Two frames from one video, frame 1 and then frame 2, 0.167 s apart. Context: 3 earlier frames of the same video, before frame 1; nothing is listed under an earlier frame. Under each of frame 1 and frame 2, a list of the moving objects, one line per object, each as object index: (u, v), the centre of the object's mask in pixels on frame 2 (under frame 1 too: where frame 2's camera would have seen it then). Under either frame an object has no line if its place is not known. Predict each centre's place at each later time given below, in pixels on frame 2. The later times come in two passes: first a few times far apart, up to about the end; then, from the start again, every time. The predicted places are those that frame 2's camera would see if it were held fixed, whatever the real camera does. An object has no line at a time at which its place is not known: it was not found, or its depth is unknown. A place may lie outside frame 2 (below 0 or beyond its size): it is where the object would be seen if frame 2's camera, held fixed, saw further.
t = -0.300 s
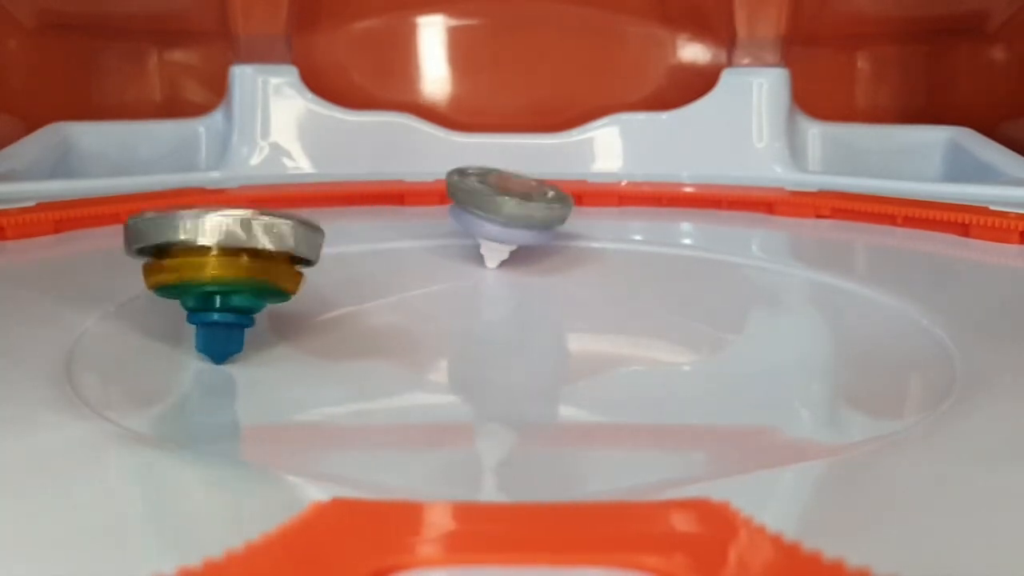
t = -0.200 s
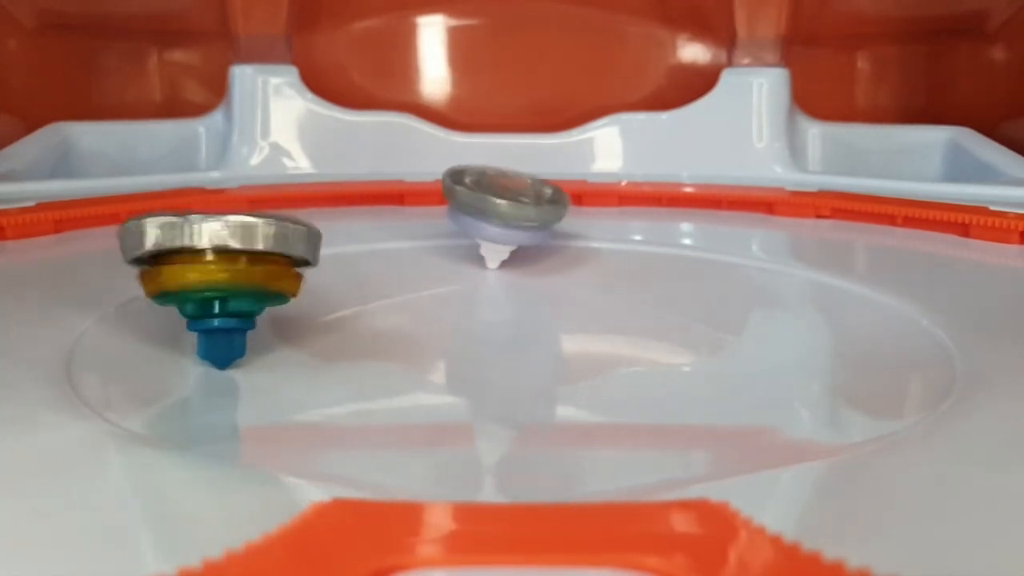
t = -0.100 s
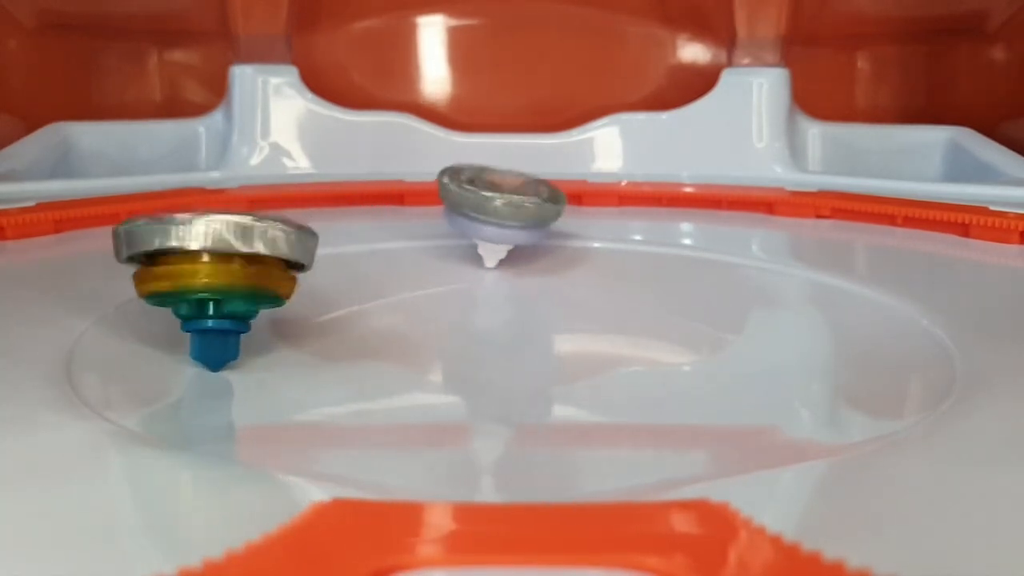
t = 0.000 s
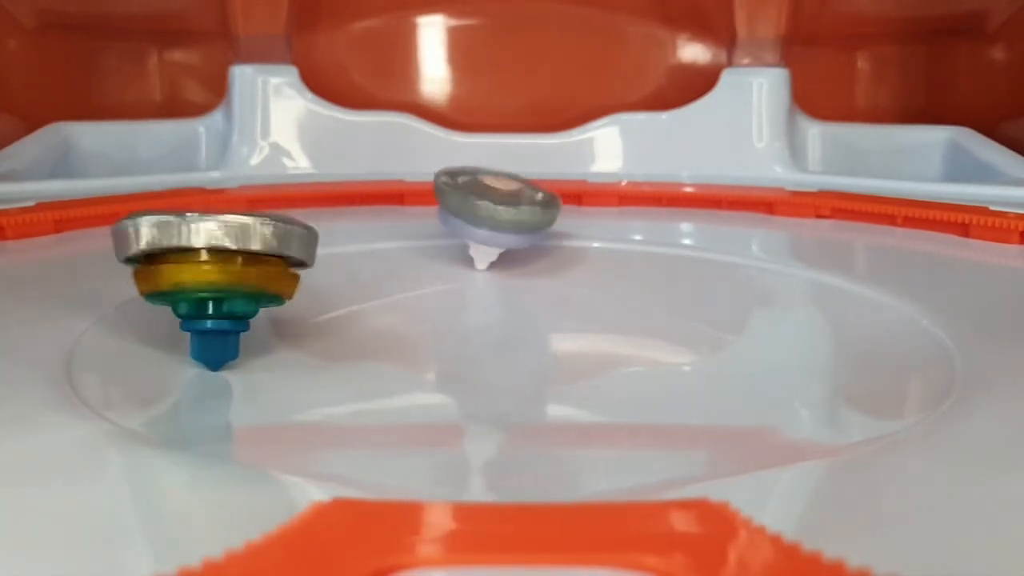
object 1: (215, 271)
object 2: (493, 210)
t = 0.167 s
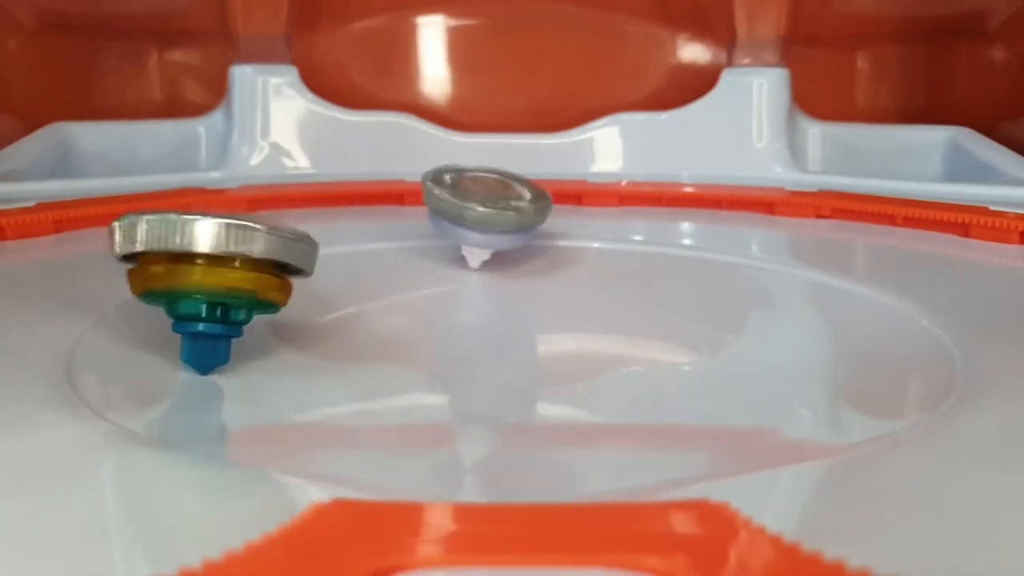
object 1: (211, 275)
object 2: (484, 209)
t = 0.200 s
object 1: (212, 273)
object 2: (481, 210)
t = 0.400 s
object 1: (210, 274)
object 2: (467, 209)
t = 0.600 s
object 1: (214, 277)
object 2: (452, 210)
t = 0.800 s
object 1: (218, 281)
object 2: (436, 211)
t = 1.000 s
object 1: (217, 282)
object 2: (425, 210)
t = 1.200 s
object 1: (217, 283)
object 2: (417, 211)
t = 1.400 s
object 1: (217, 283)
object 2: (411, 212)
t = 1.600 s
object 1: (218, 283)
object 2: (403, 214)
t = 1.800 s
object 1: (217, 284)
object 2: (398, 217)
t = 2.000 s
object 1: (215, 284)
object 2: (395, 222)
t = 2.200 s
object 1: (214, 284)
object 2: (393, 225)
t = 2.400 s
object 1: (212, 285)
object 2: (396, 230)
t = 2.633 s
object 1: (210, 284)
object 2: (405, 236)
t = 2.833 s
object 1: (209, 283)
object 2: (422, 239)
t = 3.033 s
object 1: (208, 283)
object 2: (438, 245)
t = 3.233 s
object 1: (206, 282)
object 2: (452, 248)
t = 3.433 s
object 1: (207, 281)
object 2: (468, 251)
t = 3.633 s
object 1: (210, 281)
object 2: (482, 252)
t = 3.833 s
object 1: (216, 280)
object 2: (500, 251)
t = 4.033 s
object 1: (222, 281)
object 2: (524, 251)
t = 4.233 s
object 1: (229, 282)
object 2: (550, 251)
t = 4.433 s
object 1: (236, 282)
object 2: (574, 250)
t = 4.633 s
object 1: (243, 284)
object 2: (596, 248)
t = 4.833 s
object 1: (251, 284)
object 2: (606, 247)
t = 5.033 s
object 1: (259, 285)
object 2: (610, 246)
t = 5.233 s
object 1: (269, 286)
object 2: (609, 243)
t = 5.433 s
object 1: (280, 287)
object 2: (610, 242)
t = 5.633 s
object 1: (290, 287)
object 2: (617, 239)
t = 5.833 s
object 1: (298, 289)
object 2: (629, 236)
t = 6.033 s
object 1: (308, 291)
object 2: (642, 234)
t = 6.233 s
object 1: (318, 293)
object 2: (652, 235)
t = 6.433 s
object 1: (329, 295)
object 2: (655, 237)
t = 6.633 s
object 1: (339, 296)
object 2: (649, 241)
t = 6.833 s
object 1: (347, 295)
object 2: (634, 245)
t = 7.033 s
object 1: (357, 296)
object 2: (616, 248)
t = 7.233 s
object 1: (370, 297)
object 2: (606, 249)
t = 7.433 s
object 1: (384, 297)
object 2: (605, 249)
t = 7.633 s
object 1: (399, 297)
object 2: (609, 251)
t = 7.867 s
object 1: (421, 297)
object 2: (615, 255)
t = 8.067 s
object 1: (446, 298)
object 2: (613, 261)
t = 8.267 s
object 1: (473, 298)
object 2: (617, 266)
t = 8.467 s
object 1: (501, 297)
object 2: (626, 270)
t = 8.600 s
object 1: (389, 287)
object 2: (690, 252)
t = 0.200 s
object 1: (212, 273)
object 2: (481, 210)
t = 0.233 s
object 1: (210, 271)
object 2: (479, 211)
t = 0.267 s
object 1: (210, 270)
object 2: (477, 212)
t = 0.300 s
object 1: (209, 270)
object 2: (475, 213)
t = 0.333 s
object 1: (209, 271)
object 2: (473, 211)
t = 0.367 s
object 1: (209, 273)
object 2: (470, 210)
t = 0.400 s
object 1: (210, 274)
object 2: (467, 209)
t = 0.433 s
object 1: (209, 276)
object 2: (465, 208)
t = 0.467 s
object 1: (209, 279)
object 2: (463, 207)
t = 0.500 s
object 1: (209, 279)
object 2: (460, 209)
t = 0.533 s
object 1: (210, 278)
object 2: (457, 208)
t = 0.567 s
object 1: (210, 278)
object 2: (454, 209)
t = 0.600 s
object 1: (214, 277)
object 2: (452, 210)
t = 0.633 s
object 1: (214, 276)
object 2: (449, 212)
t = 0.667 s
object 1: (215, 277)
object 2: (446, 212)
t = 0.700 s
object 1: (215, 277)
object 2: (443, 211)
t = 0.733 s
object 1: (216, 280)
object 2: (441, 210)
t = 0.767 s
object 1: (217, 280)
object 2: (439, 210)
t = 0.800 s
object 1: (218, 281)
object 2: (436, 211)
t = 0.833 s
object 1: (217, 279)
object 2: (434, 210)
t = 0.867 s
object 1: (218, 279)
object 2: (432, 211)
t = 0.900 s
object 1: (217, 278)
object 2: (431, 211)
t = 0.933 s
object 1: (216, 279)
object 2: (429, 210)
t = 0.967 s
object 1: (217, 279)
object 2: (427, 210)
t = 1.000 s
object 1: (217, 282)
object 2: (425, 210)
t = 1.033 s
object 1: (217, 281)
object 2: (424, 210)
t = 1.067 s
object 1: (217, 282)
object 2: (422, 211)
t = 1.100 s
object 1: (216, 281)
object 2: (420, 211)
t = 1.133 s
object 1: (216, 282)
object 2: (419, 211)
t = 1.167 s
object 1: (216, 281)
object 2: (417, 211)
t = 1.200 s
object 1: (217, 283)
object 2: (417, 211)
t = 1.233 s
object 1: (218, 281)
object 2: (416, 211)
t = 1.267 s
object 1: (217, 282)
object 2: (414, 212)
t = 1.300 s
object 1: (218, 280)
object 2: (413, 212)
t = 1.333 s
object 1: (217, 282)
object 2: (413, 212)
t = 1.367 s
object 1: (218, 282)
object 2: (413, 212)
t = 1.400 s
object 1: (217, 283)
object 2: (411, 212)
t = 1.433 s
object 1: (219, 282)
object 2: (410, 213)
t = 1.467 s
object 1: (218, 282)
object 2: (409, 214)
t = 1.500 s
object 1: (219, 281)
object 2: (409, 215)
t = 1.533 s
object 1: (217, 282)
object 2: (407, 214)
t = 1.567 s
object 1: (219, 283)
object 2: (405, 214)
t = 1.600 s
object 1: (218, 283)
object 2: (403, 214)
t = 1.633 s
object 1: (220, 283)
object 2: (402, 214)
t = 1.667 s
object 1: (219, 283)
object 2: (401, 216)
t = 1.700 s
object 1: (220, 282)
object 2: (399, 217)
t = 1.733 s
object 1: (218, 282)
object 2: (398, 217)
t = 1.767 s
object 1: (219, 284)
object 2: (398, 217)
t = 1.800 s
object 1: (217, 284)
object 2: (398, 217)
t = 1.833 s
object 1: (220, 284)
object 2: (397, 218)
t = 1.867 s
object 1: (218, 283)
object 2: (396, 219)
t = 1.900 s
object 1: (219, 283)
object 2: (396, 219)
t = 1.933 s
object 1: (217, 282)
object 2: (397, 220)
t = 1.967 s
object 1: (217, 283)
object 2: (396, 221)
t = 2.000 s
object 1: (215, 284)
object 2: (395, 222)
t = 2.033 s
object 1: (217, 284)
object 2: (394, 222)
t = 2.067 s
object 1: (216, 284)
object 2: (395, 223)
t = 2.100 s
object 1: (217, 283)
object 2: (395, 224)
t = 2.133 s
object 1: (215, 283)
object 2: (393, 225)
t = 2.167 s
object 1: (215, 283)
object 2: (393, 225)
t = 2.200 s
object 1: (214, 284)
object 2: (393, 225)
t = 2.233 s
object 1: (214, 284)
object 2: (393, 226)
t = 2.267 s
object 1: (215, 284)
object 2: (393, 228)
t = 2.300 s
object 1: (214, 283)
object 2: (393, 229)
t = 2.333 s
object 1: (213, 284)
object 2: (393, 230)
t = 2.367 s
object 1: (212, 283)
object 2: (395, 230)
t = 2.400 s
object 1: (212, 285)
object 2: (396, 230)
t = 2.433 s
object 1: (212, 284)
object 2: (396, 232)
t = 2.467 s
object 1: (213, 284)
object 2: (398, 233)
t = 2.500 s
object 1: (213, 283)
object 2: (399, 233)
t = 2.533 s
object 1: (212, 284)
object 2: (402, 233)
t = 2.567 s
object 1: (210, 283)
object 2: (403, 235)
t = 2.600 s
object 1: (211, 284)
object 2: (404, 235)
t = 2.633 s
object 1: (210, 284)
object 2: (405, 236)
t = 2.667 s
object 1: (212, 285)
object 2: (408, 236)
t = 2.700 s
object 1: (212, 284)
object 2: (410, 237)
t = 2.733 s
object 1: (211, 284)
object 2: (413, 239)
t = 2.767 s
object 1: (210, 283)
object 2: (415, 239)
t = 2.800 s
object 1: (210, 283)
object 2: (418, 239)
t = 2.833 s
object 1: (209, 283)
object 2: (422, 239)
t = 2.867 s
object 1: (210, 284)
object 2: (424, 241)
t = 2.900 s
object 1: (210, 283)
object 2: (427, 242)
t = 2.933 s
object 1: (210, 283)
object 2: (429, 242)
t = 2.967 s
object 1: (209, 282)
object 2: (433, 244)
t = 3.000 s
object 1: (208, 282)
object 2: (436, 244)
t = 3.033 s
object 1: (208, 283)
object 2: (438, 245)
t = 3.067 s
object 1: (209, 282)
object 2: (440, 245)
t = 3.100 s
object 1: (208, 283)
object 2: (443, 246)
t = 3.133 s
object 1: (209, 282)
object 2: (446, 247)
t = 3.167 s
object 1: (208, 282)
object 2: (448, 248)
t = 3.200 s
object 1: (206, 281)
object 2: (450, 248)
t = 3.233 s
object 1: (206, 282)
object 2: (452, 248)
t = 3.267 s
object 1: (207, 281)
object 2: (454, 249)
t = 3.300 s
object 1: (207, 282)
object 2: (457, 250)
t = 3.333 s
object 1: (207, 281)
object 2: (459, 251)
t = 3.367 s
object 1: (208, 281)
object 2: (462, 250)
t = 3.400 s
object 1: (206, 280)
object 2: (464, 250)
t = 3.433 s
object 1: (207, 281)
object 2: (468, 251)
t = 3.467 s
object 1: (207, 281)
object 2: (469, 251)
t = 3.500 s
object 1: (209, 281)
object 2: (471, 251)
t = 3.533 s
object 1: (210, 280)
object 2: (474, 251)
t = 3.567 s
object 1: (210, 281)
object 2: (477, 251)
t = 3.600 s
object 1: (209, 280)
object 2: (480, 252)
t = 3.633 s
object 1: (210, 281)
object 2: (482, 252)
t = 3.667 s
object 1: (212, 281)
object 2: (486, 251)
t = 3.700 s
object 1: (214, 281)
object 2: (488, 251)
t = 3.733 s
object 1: (215, 281)
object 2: (492, 251)
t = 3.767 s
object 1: (216, 280)
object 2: (494, 252)
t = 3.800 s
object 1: (217, 280)
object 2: (497, 252)
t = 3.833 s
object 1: (216, 280)
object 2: (500, 251)
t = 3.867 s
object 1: (218, 282)
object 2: (504, 251)
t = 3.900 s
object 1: (221, 281)
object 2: (508, 251)
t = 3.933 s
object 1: (221, 281)
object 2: (511, 252)
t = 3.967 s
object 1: (222, 280)
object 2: (515, 251)
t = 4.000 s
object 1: (223, 281)
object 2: (519, 251)
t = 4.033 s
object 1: (222, 281)
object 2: (524, 251)
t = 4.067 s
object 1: (224, 282)
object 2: (528, 251)
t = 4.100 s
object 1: (226, 282)
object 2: (532, 251)
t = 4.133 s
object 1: (227, 282)
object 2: (536, 251)
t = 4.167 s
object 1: (229, 282)
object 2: (541, 251)
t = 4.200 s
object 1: (230, 282)
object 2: (546, 251)
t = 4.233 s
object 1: (229, 282)
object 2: (550, 251)
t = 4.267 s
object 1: (231, 282)
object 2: (554, 251)
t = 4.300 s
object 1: (232, 282)
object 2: (558, 250)
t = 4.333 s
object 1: (234, 283)
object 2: (562, 250)
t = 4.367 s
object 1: (235, 282)
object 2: (567, 250)
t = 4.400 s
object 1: (236, 282)
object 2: (570, 250)
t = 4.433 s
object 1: (236, 282)
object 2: (574, 250)
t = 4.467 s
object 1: (236, 282)
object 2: (579, 249)
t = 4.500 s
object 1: (238, 283)
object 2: (583, 249)
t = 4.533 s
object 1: (241, 284)
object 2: (586, 249)
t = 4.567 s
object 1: (240, 283)
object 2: (589, 248)
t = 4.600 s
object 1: (242, 282)
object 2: (592, 248)
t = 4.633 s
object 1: (243, 284)
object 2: (596, 248)
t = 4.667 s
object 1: (243, 284)
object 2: (598, 248)
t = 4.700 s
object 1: (245, 283)
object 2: (600, 247)
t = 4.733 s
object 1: (247, 285)
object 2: (602, 248)
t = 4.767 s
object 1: (248, 284)
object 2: (604, 247)
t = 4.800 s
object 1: (249, 283)
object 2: (606, 248)
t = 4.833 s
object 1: (251, 284)
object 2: (606, 247)
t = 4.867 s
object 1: (250, 284)
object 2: (607, 247)
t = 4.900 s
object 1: (252, 284)
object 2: (608, 247)
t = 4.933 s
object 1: (254, 285)
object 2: (609, 247)
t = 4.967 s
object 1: (256, 286)
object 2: (610, 247)
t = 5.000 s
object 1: (258, 284)
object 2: (610, 246)
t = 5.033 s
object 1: (259, 285)
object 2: (610, 246)
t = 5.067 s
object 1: (260, 286)
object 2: (610, 246)
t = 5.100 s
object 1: (261, 285)
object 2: (611, 246)
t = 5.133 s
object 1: (264, 286)
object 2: (610, 246)
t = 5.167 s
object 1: (266, 287)
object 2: (610, 245)
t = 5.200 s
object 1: (267, 286)
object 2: (609, 244)
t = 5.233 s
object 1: (269, 286)
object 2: (609, 243)
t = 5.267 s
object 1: (271, 286)
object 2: (609, 243)
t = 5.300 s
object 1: (271, 286)
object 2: (608, 244)
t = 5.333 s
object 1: (274, 286)
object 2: (608, 243)
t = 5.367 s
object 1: (277, 287)
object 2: (608, 242)
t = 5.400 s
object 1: (278, 288)
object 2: (609, 241)
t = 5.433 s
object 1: (280, 287)
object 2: (610, 242)
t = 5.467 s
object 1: (282, 287)
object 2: (610, 241)
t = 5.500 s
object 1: (282, 287)
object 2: (611, 241)
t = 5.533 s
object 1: (284, 287)
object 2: (613, 240)
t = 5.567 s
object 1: (286, 287)
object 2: (615, 239)
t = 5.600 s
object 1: (289, 289)
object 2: (617, 239)
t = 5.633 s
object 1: (290, 287)
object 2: (617, 239)
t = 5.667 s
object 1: (291, 288)
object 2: (619, 238)
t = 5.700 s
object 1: (292, 288)
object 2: (622, 238)
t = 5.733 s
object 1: (292, 289)
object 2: (624, 237)
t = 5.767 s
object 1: (295, 289)
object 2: (625, 237)
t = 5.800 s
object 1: (298, 291)
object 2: (627, 237)
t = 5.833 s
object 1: (298, 289)
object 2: (629, 236)
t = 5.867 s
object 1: (300, 289)
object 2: (632, 235)
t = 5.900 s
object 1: (301, 289)
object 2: (634, 235)
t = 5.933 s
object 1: (302, 290)
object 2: (635, 236)
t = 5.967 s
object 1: (304, 290)
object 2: (637, 235)
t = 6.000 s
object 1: (307, 292)
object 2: (639, 234)
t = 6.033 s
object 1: (308, 291)
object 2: (642, 234)
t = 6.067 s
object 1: (309, 290)
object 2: (644, 234)
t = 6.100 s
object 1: (311, 291)
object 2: (645, 235)
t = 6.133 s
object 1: (312, 290)
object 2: (646, 235)
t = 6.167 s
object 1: (313, 291)
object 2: (649, 235)
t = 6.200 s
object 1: (316, 292)
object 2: (650, 234)
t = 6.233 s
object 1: (318, 293)
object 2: (652, 235)
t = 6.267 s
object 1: (319, 291)
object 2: (652, 236)
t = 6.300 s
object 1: (322, 292)
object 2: (654, 236)
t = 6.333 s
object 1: (322, 293)
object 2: (655, 236)
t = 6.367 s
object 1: (323, 292)
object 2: (655, 236)
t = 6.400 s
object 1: (327, 293)
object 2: (655, 237)
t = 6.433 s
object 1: (329, 295)
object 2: (655, 237)
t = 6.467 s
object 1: (330, 293)
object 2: (655, 238)
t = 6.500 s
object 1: (332, 294)
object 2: (655, 238)
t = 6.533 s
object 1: (334, 295)
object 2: (653, 239)
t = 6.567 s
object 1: (334, 294)
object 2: (651, 240)
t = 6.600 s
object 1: (337, 294)
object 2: (649, 240)
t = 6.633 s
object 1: (339, 296)
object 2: (649, 241)
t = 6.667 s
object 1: (340, 296)
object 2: (647, 242)
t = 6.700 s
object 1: (342, 295)
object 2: (644, 242)
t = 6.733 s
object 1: (343, 296)
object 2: (642, 243)
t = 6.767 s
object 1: (343, 296)
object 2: (639, 243)
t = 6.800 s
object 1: (345, 296)
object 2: (637, 244)
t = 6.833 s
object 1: (347, 295)
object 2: (634, 245)
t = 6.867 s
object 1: (349, 296)
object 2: (631, 245)
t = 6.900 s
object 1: (351, 297)
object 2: (627, 246)
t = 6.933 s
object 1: (352, 296)
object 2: (625, 245)
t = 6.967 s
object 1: (353, 297)
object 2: (622, 247)
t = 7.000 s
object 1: (354, 296)
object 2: (619, 248)
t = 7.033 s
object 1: (357, 296)
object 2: (616, 248)
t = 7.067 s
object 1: (359, 296)
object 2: (614, 248)
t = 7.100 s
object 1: (361, 298)
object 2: (612, 247)
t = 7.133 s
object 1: (363, 298)
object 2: (611, 248)
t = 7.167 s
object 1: (366, 297)
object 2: (608, 249)
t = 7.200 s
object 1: (367, 297)
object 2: (607, 249)
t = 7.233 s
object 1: (370, 297)
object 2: (606, 249)
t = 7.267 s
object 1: (373, 297)
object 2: (605, 248)
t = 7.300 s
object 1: (375, 299)
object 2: (605, 249)
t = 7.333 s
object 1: (378, 298)
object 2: (603, 250)
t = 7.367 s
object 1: (381, 298)
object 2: (603, 250)
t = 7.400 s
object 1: (381, 298)
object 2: (604, 249)
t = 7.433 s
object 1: (384, 297)
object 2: (605, 249)
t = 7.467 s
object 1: (387, 297)
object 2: (605, 249)
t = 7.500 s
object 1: (390, 297)
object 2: (604, 251)
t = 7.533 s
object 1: (392, 298)
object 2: (605, 250)
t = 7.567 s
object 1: (395, 298)
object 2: (606, 250)
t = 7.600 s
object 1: (397, 298)
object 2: (608, 250)
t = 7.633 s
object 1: (399, 297)
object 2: (609, 251)
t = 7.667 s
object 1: (402, 296)
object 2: (609, 252)
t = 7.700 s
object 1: (405, 295)
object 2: (610, 252)
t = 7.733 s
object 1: (408, 296)
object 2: (611, 252)
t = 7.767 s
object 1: (411, 298)
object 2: (613, 252)
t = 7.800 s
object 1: (414, 299)
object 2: (614, 254)
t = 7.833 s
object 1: (417, 298)
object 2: (614, 255)
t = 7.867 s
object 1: (421, 297)
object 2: (615, 255)
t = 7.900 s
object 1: (426, 297)
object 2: (616, 257)
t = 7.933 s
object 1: (430, 298)
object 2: (616, 257)
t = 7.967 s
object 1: (434, 299)
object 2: (614, 258)
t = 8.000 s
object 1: (438, 299)
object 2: (613, 259)
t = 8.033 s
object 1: (442, 299)
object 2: (613, 260)
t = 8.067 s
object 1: (446, 298)
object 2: (613, 261)
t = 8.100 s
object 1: (450, 297)
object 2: (614, 262)
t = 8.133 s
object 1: (455, 297)
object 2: (614, 262)
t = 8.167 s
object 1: (460, 299)
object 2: (614, 263)
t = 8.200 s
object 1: (465, 300)
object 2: (615, 263)
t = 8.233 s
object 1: (469, 299)
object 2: (617, 264)
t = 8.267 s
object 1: (473, 298)
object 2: (617, 266)
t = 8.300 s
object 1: (477, 297)
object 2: (618, 266)
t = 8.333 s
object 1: (482, 296)
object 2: (620, 266)
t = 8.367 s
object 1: (487, 298)
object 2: (622, 266)
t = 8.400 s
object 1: (493, 299)
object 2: (624, 266)
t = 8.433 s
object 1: (497, 299)
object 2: (625, 268)
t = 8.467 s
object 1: (501, 297)
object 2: (626, 270)
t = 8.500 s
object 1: (502, 295)
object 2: (626, 268)
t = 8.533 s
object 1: (479, 286)
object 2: (633, 270)
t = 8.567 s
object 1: (460, 286)
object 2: (653, 264)
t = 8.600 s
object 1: (389, 287)
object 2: (690, 252)
